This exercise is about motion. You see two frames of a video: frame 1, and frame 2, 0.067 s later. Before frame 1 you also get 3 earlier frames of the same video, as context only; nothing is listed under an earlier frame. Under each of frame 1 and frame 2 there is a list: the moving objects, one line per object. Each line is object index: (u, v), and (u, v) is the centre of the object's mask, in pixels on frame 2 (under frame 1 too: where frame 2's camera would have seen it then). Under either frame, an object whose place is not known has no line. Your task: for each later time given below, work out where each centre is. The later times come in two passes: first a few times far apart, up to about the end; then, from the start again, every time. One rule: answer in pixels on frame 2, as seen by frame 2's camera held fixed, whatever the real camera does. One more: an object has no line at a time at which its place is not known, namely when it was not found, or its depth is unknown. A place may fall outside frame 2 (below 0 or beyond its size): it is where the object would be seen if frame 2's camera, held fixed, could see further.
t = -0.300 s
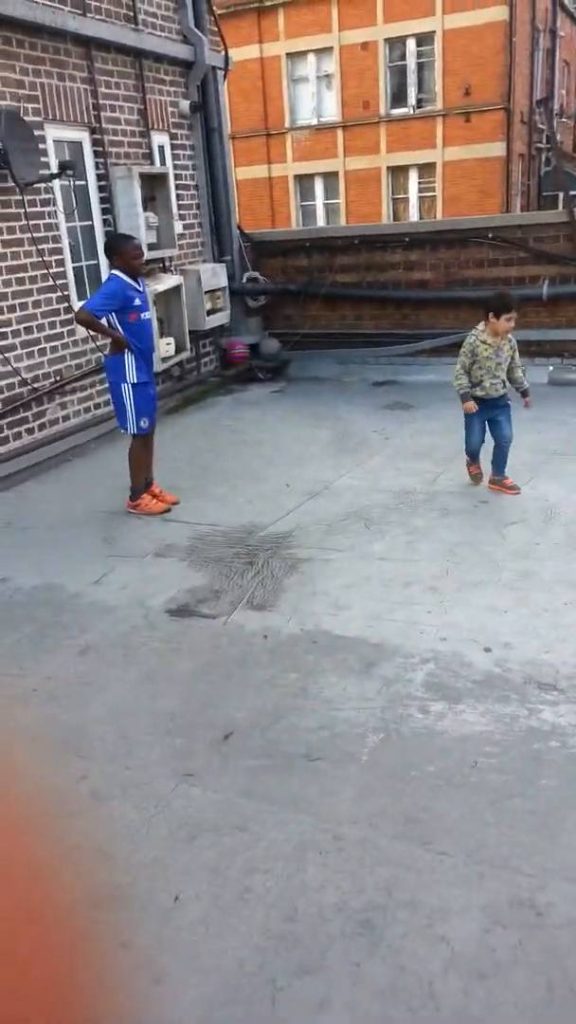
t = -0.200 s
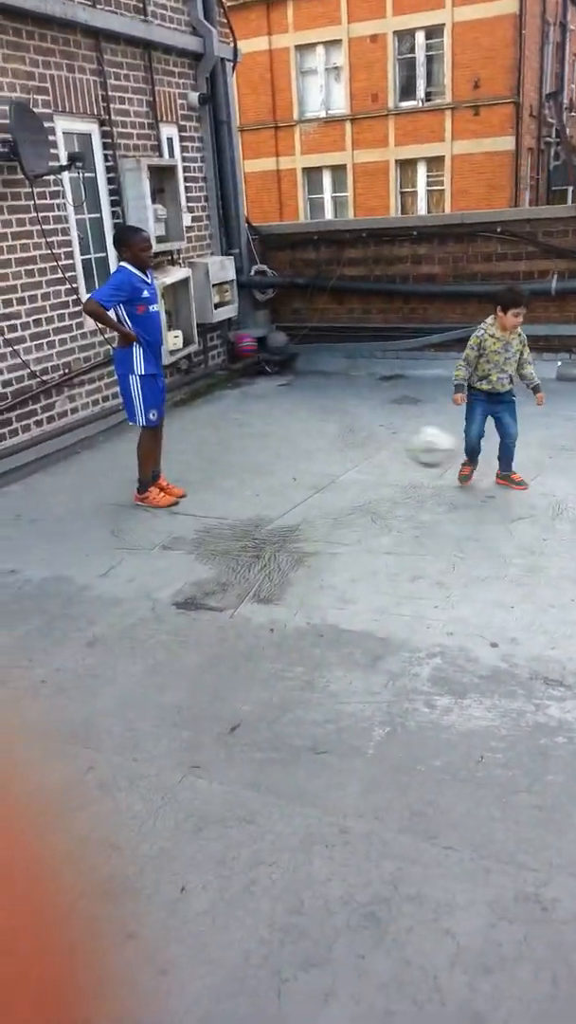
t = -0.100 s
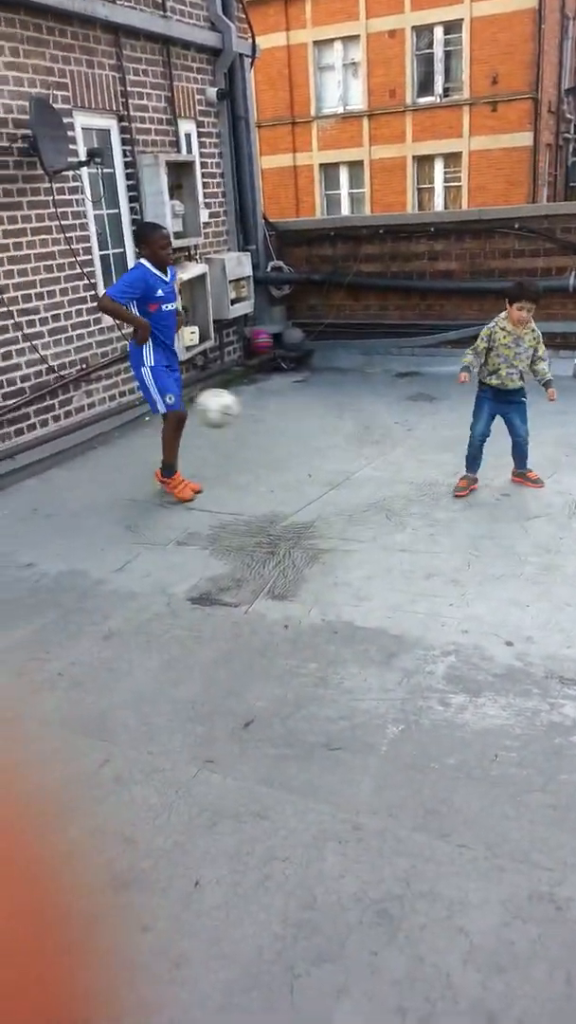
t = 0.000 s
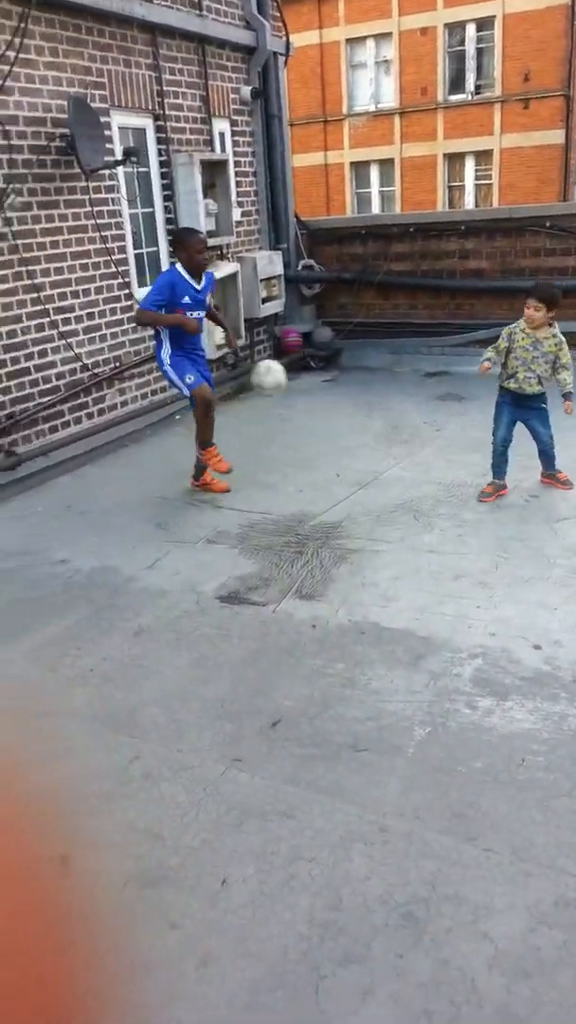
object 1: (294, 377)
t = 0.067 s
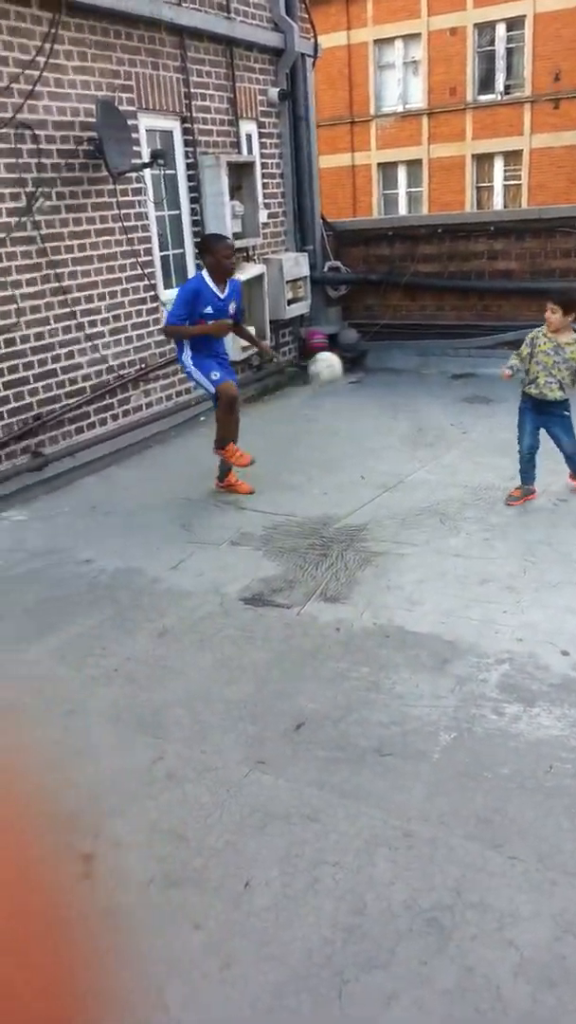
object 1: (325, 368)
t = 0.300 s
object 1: (416, 382)
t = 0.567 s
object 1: (466, 338)
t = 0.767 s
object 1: (489, 312)
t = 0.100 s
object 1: (342, 366)
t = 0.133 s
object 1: (355, 362)
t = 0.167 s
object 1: (367, 366)
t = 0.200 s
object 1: (379, 367)
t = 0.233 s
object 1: (394, 371)
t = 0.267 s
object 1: (405, 374)
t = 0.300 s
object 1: (416, 382)
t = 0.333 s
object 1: (427, 390)
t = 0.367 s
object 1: (436, 398)
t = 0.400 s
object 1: (441, 385)
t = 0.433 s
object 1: (448, 372)
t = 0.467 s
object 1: (454, 363)
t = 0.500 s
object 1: (458, 352)
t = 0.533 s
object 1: (461, 345)
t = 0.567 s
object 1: (466, 338)
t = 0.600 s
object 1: (469, 335)
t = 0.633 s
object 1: (473, 332)
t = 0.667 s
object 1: (477, 329)
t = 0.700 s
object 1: (482, 326)
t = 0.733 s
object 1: (486, 318)
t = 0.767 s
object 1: (489, 312)
